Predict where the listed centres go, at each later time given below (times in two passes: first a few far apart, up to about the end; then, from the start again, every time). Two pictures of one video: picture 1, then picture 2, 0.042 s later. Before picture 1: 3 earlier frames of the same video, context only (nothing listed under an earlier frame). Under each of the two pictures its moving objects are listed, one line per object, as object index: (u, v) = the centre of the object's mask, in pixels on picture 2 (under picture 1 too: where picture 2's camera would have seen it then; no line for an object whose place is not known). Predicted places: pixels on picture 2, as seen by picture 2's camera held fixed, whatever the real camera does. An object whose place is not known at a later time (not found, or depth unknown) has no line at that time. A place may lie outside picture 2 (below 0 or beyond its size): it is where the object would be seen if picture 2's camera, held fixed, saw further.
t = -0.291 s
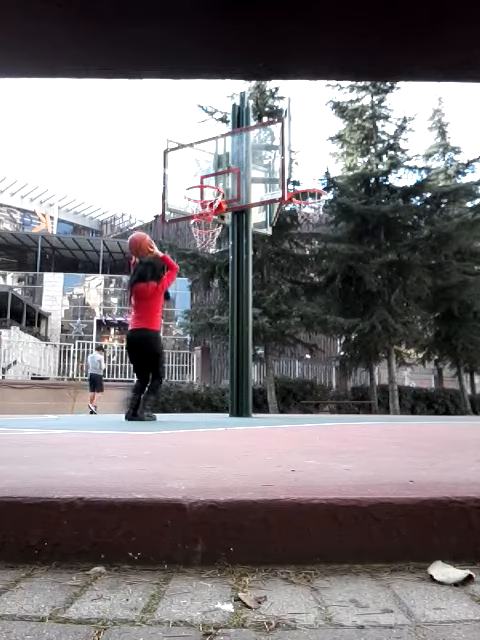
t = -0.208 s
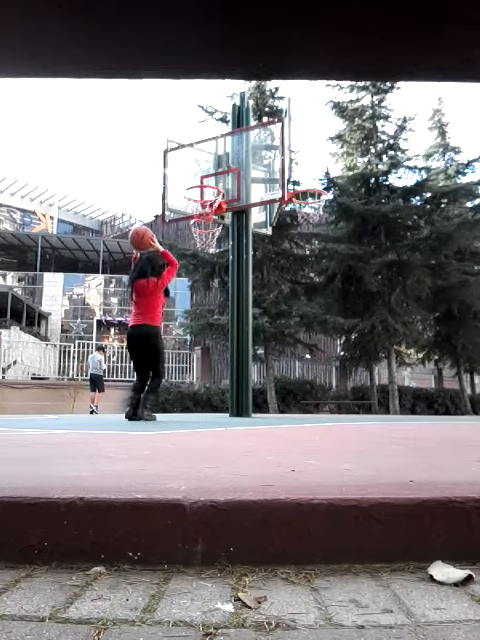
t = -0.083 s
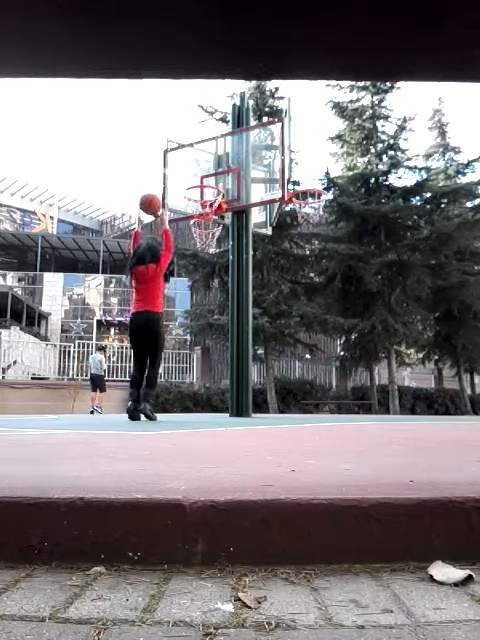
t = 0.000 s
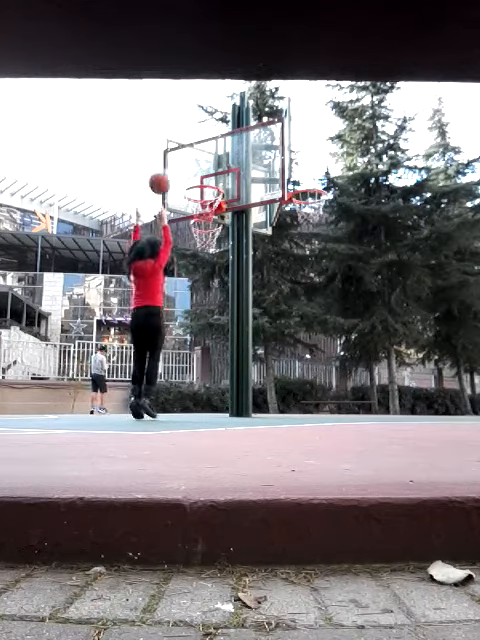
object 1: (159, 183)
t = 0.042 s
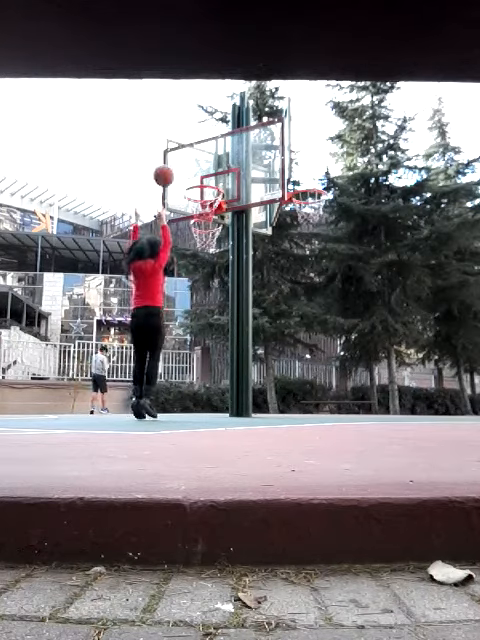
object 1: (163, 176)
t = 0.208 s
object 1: (179, 162)
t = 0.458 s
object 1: (200, 184)
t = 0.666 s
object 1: (211, 216)
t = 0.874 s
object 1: (216, 256)
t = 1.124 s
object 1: (221, 342)
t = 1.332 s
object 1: (224, 374)
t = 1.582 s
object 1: (224, 295)
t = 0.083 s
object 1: (167, 170)
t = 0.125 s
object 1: (171, 166)
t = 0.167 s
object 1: (175, 163)
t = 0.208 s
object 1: (179, 162)
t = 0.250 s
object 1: (183, 163)
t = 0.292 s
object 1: (187, 164)
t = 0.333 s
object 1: (190, 167)
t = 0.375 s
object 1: (194, 172)
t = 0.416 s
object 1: (197, 176)
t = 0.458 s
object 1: (200, 184)
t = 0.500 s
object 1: (203, 193)
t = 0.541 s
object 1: (206, 201)
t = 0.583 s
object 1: (209, 211)
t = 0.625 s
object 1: (210, 214)
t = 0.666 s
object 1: (211, 216)
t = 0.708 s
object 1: (213, 222)
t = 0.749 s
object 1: (214, 228)
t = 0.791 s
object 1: (215, 236)
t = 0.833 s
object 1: (215, 245)
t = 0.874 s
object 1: (216, 256)
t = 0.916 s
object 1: (216, 267)
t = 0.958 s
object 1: (218, 279)
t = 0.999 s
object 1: (218, 293)
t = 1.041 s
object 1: (219, 308)
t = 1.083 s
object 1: (220, 324)
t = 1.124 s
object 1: (221, 342)
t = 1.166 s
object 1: (222, 361)
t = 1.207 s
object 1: (223, 382)
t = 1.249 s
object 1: (223, 405)
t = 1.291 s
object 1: (223, 392)
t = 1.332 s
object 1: (224, 374)
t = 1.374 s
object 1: (224, 358)
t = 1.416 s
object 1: (224, 342)
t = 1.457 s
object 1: (224, 328)
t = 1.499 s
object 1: (223, 316)
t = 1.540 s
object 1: (224, 305)
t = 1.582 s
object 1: (224, 295)
